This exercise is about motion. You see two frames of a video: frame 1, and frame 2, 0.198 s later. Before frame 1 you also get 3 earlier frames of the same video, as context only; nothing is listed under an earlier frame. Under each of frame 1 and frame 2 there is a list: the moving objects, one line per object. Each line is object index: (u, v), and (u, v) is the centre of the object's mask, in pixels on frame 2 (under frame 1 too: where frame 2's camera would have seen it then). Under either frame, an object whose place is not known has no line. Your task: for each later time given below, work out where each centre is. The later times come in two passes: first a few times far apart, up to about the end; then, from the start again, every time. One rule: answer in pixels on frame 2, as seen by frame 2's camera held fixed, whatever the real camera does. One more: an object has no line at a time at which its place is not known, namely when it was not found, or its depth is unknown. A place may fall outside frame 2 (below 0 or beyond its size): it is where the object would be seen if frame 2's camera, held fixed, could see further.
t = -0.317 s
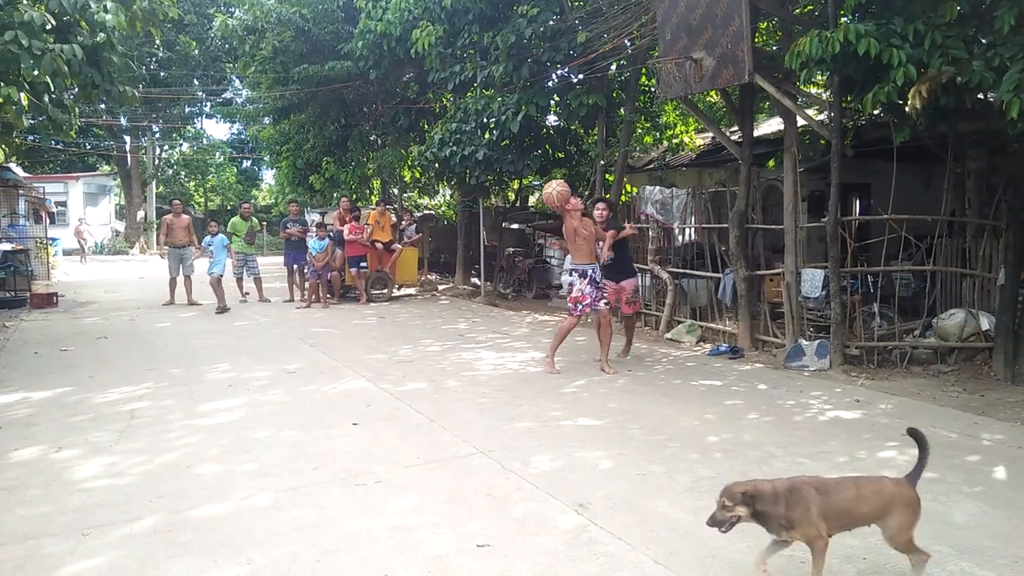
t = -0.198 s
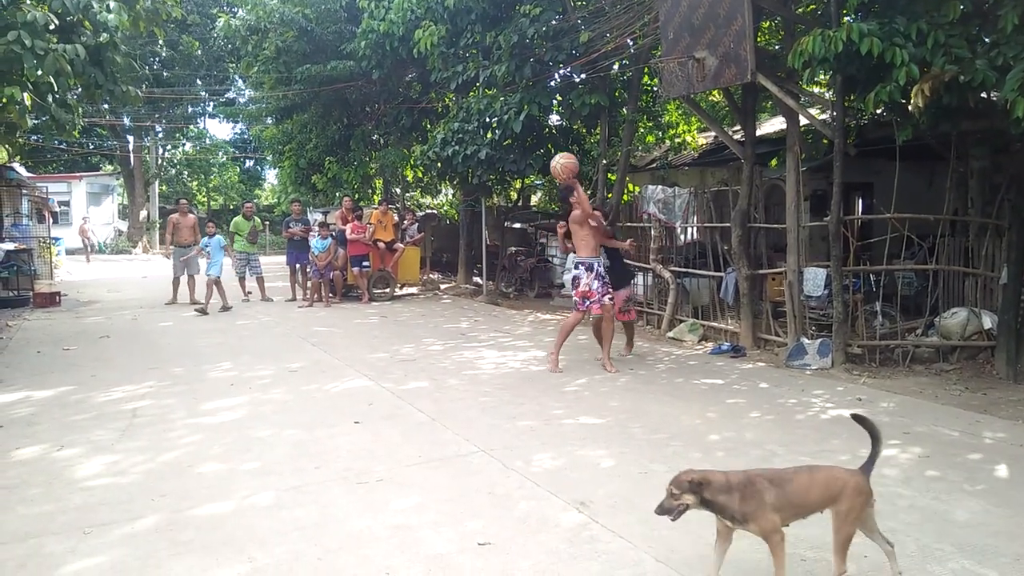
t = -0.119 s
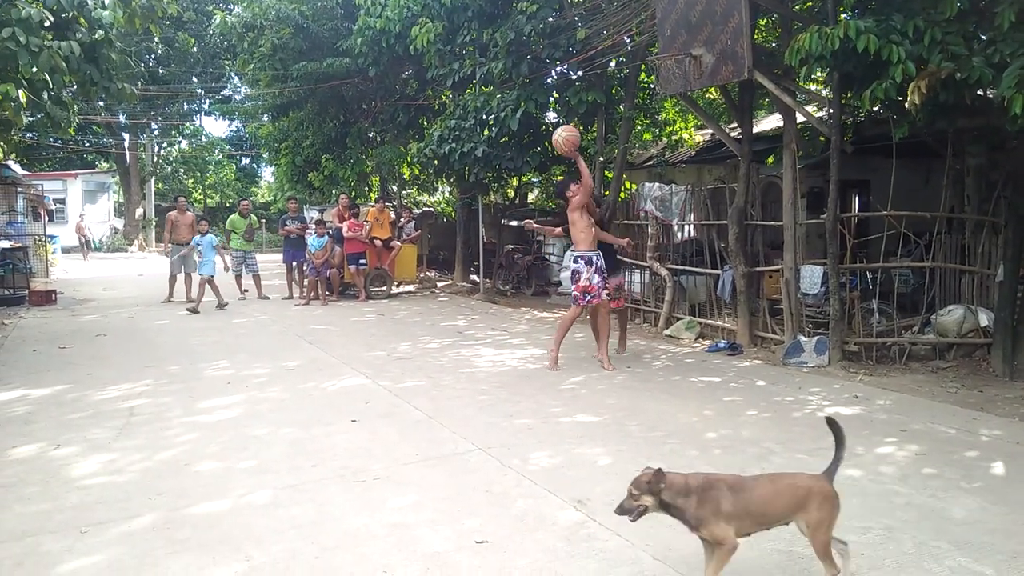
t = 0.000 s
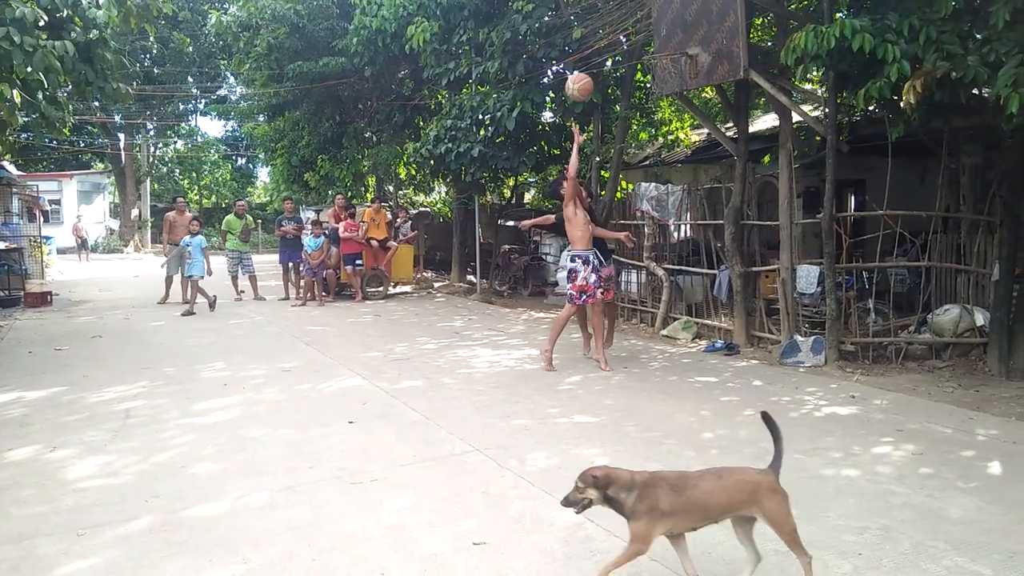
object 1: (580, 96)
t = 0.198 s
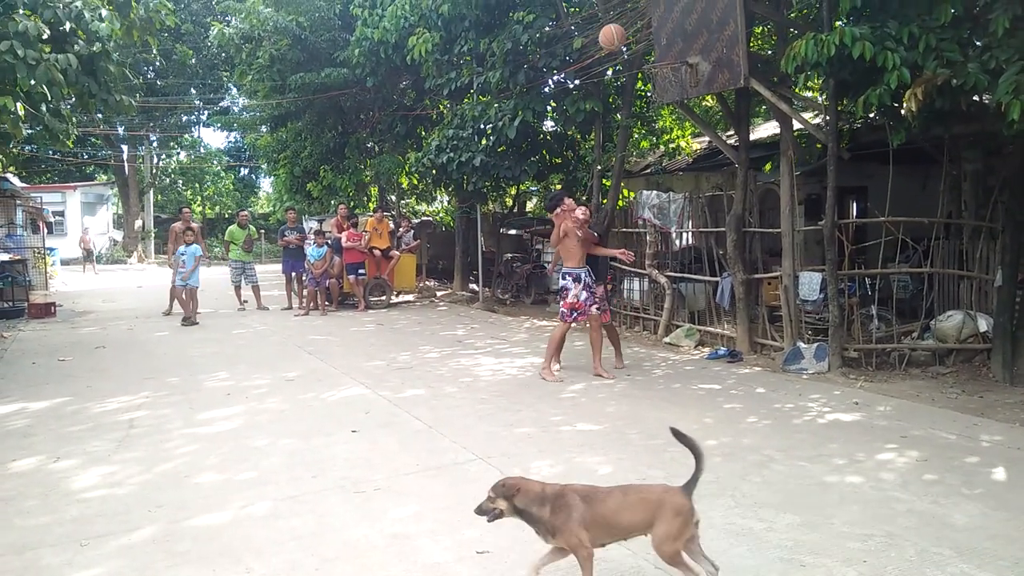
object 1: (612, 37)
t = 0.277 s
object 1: (625, 27)
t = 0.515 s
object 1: (658, 35)
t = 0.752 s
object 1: (635, 94)
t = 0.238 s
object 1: (617, 31)
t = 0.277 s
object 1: (625, 27)
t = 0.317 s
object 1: (629, 24)
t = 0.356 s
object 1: (635, 23)
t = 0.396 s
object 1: (641, 25)
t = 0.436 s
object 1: (647, 27)
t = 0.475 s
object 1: (654, 31)
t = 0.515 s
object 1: (658, 35)
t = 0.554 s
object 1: (664, 43)
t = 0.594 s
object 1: (664, 51)
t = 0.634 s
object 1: (656, 57)
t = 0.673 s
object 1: (647, 67)
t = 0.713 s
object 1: (641, 81)
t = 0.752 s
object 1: (635, 94)
